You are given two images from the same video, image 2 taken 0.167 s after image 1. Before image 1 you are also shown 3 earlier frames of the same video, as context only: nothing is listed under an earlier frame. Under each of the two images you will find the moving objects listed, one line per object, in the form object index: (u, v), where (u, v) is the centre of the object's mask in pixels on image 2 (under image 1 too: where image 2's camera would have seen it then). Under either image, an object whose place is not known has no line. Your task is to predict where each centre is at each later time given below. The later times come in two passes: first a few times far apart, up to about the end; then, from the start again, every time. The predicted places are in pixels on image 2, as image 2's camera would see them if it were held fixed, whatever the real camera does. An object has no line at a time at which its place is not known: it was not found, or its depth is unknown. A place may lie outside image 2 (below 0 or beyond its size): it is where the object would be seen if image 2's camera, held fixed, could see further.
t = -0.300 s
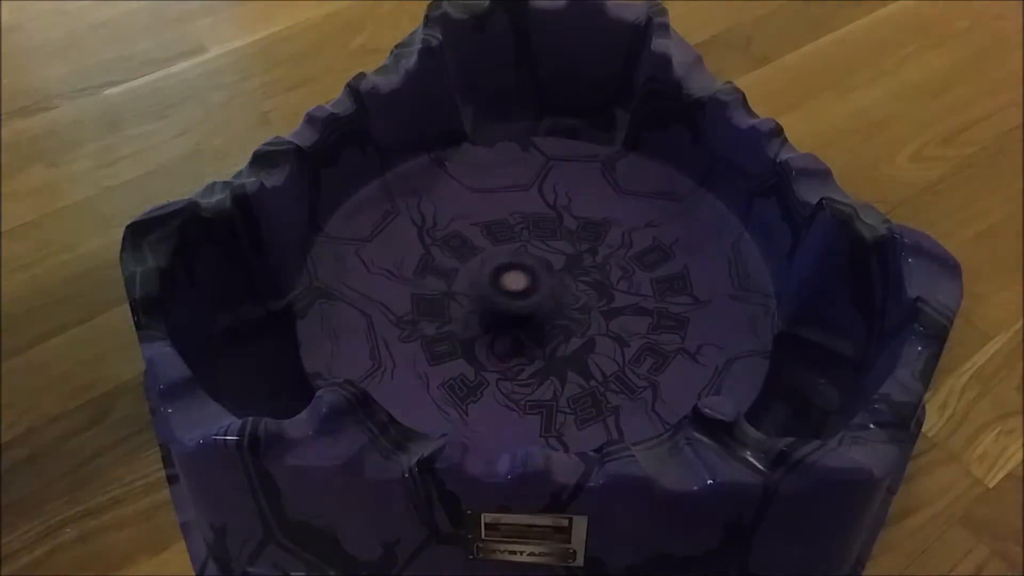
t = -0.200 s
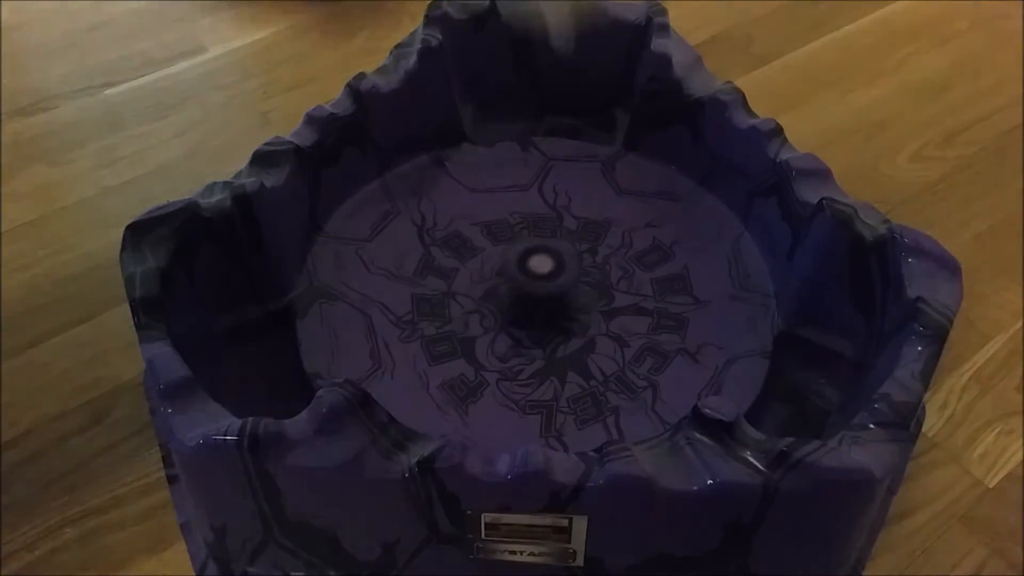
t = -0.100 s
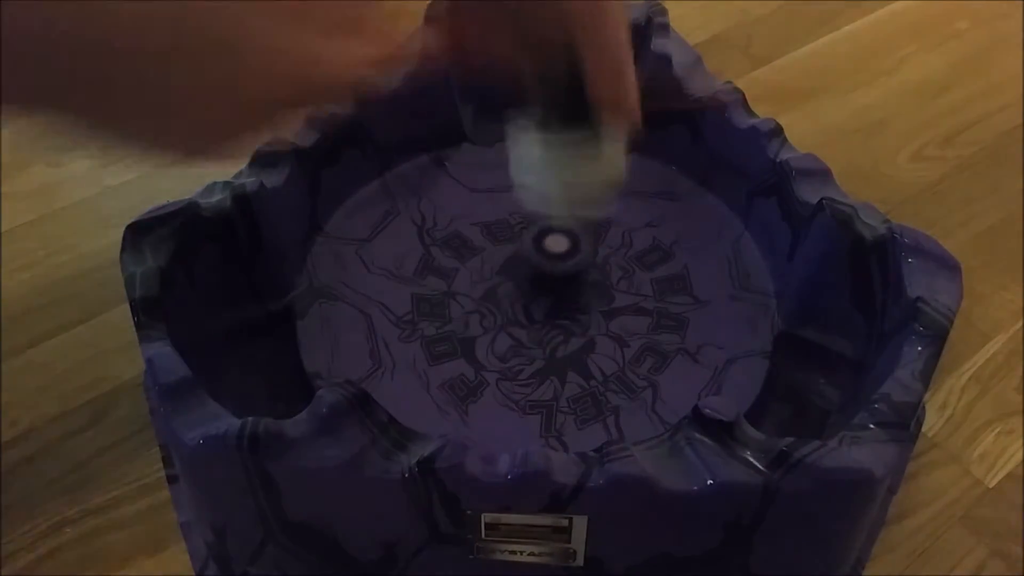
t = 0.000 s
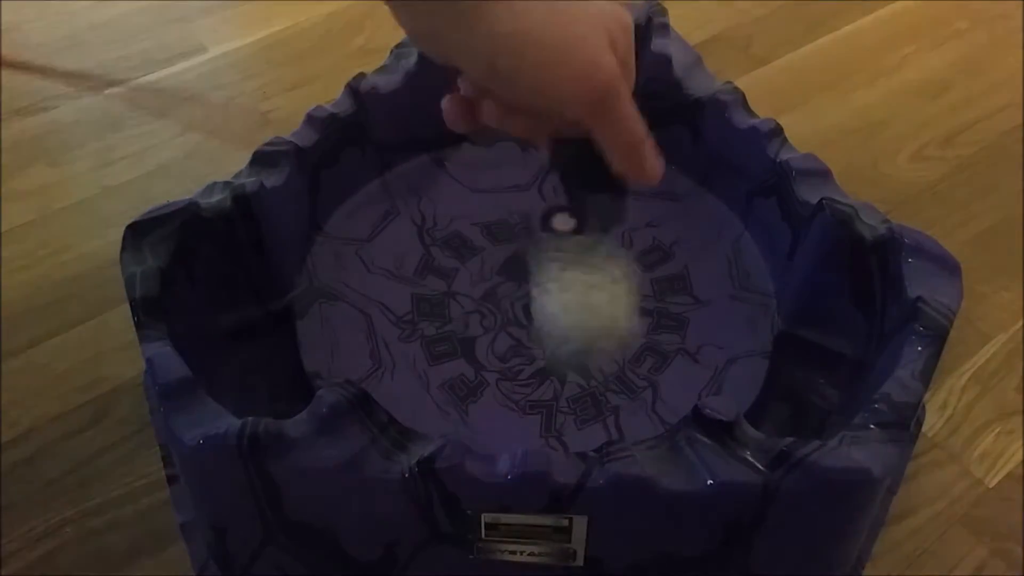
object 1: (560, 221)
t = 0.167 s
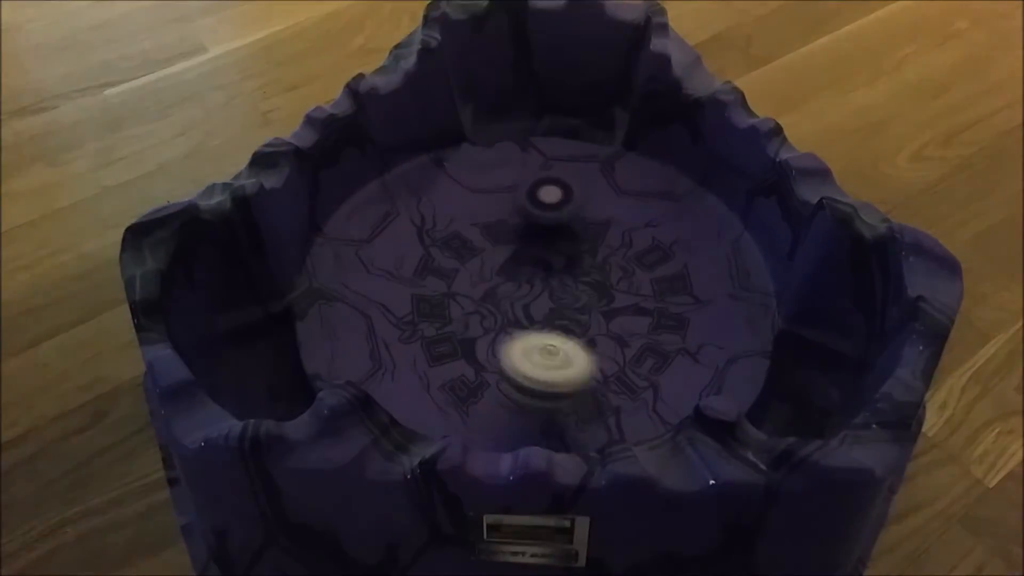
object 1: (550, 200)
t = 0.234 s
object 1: (540, 197)
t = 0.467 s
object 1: (515, 222)
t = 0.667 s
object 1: (559, 250)
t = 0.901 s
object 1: (620, 261)
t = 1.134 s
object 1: (648, 256)
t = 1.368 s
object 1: (629, 264)
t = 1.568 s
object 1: (597, 286)
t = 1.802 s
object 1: (561, 319)
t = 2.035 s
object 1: (538, 339)
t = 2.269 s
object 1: (520, 350)
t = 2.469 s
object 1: (526, 343)
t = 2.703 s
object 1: (526, 301)
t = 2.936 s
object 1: (510, 257)
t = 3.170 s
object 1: (481, 233)
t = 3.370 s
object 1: (465, 240)
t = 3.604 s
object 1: (500, 268)
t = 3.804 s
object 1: (557, 275)
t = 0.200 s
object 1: (544, 197)
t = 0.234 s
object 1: (540, 197)
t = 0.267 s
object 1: (534, 196)
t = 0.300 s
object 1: (527, 197)
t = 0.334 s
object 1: (520, 201)
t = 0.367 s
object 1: (516, 206)
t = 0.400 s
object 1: (513, 212)
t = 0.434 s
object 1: (511, 217)
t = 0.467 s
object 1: (515, 222)
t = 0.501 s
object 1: (524, 227)
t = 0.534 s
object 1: (528, 231)
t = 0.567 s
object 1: (535, 237)
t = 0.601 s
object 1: (543, 240)
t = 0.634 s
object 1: (551, 245)
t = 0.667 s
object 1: (559, 250)
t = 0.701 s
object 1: (568, 251)
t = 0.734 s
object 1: (576, 254)
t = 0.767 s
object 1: (583, 256)
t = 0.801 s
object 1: (591, 259)
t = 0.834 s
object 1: (601, 261)
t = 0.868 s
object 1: (609, 261)
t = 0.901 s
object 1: (620, 261)
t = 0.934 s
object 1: (627, 261)
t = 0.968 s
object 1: (633, 261)
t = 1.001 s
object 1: (640, 259)
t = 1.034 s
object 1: (642, 257)
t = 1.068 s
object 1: (644, 257)
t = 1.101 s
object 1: (648, 256)
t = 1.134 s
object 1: (648, 256)
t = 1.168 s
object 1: (648, 256)
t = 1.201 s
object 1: (647, 256)
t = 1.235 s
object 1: (645, 258)
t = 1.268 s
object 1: (641, 259)
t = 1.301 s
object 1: (635, 262)
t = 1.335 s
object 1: (633, 263)
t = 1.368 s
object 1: (629, 264)
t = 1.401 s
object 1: (621, 268)
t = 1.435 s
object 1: (616, 271)
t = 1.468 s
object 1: (611, 276)
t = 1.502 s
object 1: (605, 279)
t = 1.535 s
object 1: (601, 283)
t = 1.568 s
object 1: (597, 286)
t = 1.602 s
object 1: (592, 290)
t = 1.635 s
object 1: (586, 295)
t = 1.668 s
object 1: (581, 300)
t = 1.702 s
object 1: (575, 305)
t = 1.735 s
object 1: (570, 310)
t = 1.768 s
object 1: (564, 315)
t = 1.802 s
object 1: (561, 319)
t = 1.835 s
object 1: (557, 322)
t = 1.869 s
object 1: (556, 325)
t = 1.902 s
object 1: (555, 328)
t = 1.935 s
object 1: (551, 332)
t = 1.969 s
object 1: (548, 334)
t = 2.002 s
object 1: (544, 337)
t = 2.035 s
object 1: (538, 339)
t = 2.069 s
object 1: (535, 340)
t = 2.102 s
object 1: (531, 342)
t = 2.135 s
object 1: (528, 344)
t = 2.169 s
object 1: (522, 346)
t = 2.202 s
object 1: (521, 348)
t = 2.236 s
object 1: (520, 349)
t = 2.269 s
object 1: (520, 350)
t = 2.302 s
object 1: (520, 351)
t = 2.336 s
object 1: (520, 351)
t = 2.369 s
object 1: (521, 350)
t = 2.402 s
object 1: (522, 348)
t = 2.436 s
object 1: (525, 345)
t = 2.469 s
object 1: (526, 343)
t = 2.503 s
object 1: (528, 338)
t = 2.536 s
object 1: (528, 332)
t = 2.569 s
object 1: (528, 328)
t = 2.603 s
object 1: (529, 320)
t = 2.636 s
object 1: (529, 315)
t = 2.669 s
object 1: (528, 306)
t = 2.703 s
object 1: (526, 301)
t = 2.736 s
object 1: (526, 294)
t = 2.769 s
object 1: (524, 287)
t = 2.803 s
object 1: (521, 280)
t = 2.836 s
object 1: (519, 275)
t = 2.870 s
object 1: (517, 269)
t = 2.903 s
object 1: (513, 263)
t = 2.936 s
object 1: (510, 257)
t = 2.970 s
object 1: (505, 252)
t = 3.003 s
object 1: (501, 247)
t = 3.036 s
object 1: (498, 243)
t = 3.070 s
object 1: (492, 238)
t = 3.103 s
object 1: (486, 237)
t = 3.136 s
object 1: (483, 235)
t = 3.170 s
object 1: (481, 233)
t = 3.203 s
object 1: (475, 233)
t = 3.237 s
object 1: (472, 233)
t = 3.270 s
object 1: (469, 234)
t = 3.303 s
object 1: (466, 236)
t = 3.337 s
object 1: (465, 239)
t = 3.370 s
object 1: (465, 240)
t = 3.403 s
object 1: (467, 241)
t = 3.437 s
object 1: (469, 245)
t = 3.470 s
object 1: (472, 249)
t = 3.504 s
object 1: (476, 254)
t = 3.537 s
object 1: (482, 259)
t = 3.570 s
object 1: (491, 263)
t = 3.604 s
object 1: (500, 268)
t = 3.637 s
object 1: (508, 270)
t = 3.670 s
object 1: (516, 272)
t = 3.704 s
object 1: (528, 274)
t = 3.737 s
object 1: (538, 275)
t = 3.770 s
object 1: (547, 275)
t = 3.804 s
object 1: (557, 275)
